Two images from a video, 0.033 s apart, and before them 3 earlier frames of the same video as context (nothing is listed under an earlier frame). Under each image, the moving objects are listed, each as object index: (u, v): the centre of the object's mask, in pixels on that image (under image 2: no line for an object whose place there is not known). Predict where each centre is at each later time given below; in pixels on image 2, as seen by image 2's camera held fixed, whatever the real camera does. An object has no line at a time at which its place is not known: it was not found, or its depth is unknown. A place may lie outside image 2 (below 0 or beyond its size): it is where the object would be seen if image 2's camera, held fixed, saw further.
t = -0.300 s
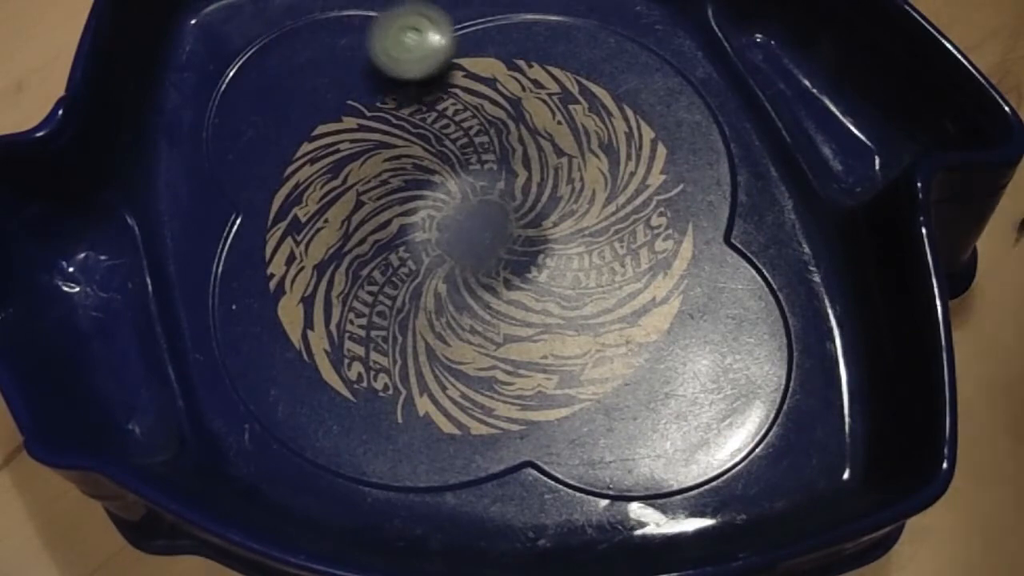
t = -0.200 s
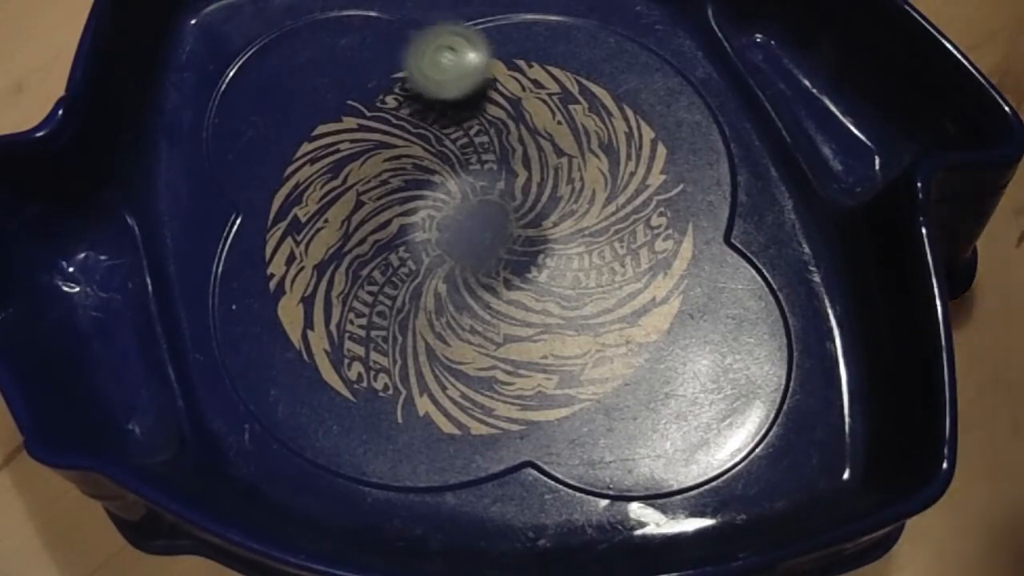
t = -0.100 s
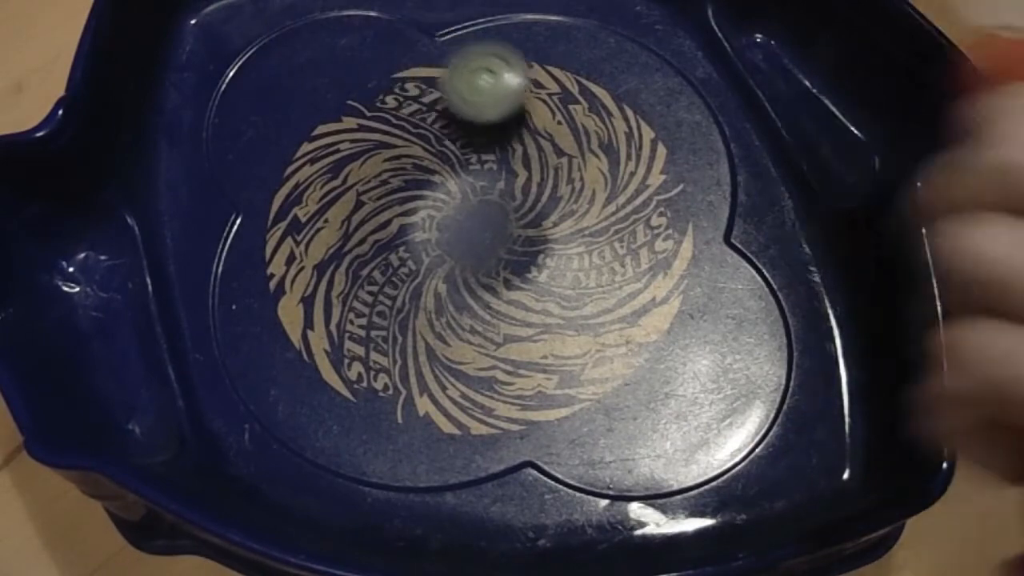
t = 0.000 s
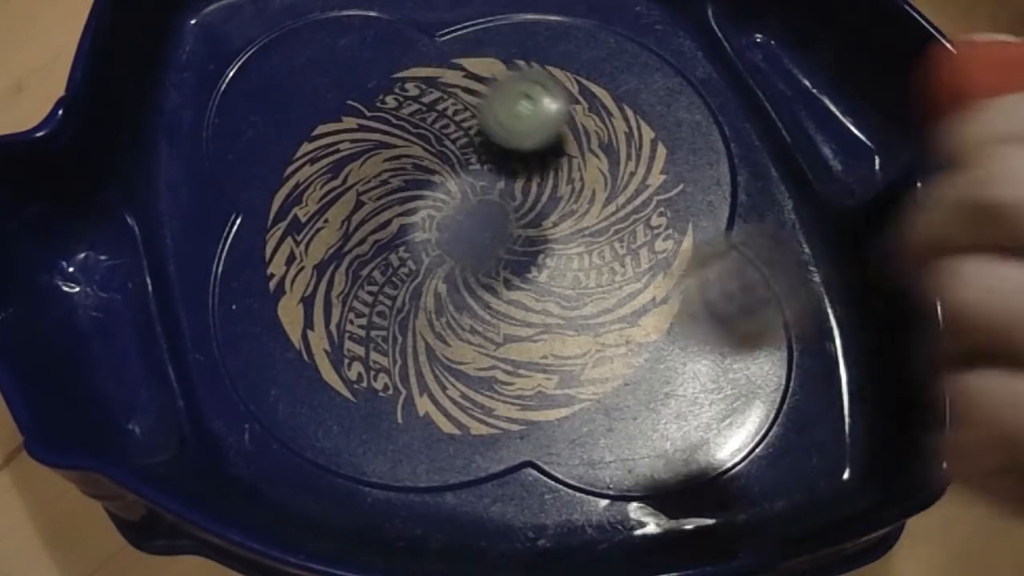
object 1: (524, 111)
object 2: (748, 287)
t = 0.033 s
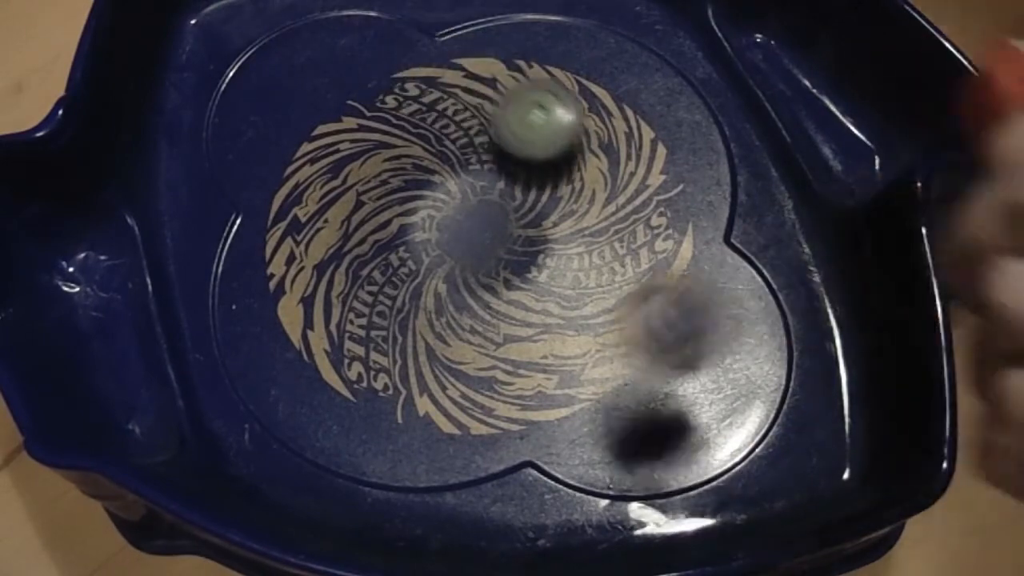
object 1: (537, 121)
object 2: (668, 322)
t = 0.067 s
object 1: (549, 130)
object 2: (623, 350)
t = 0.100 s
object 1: (564, 141)
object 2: (613, 302)
